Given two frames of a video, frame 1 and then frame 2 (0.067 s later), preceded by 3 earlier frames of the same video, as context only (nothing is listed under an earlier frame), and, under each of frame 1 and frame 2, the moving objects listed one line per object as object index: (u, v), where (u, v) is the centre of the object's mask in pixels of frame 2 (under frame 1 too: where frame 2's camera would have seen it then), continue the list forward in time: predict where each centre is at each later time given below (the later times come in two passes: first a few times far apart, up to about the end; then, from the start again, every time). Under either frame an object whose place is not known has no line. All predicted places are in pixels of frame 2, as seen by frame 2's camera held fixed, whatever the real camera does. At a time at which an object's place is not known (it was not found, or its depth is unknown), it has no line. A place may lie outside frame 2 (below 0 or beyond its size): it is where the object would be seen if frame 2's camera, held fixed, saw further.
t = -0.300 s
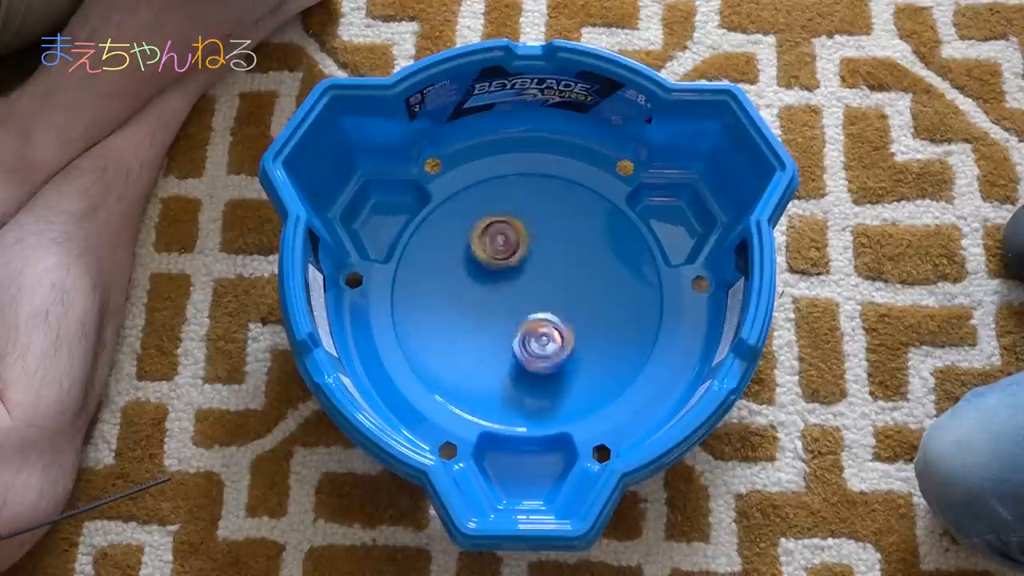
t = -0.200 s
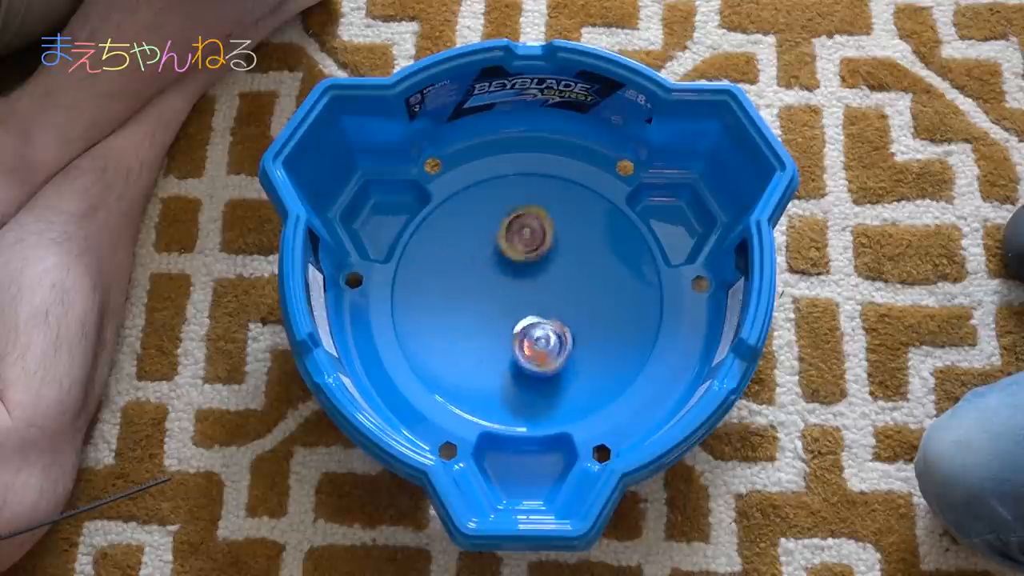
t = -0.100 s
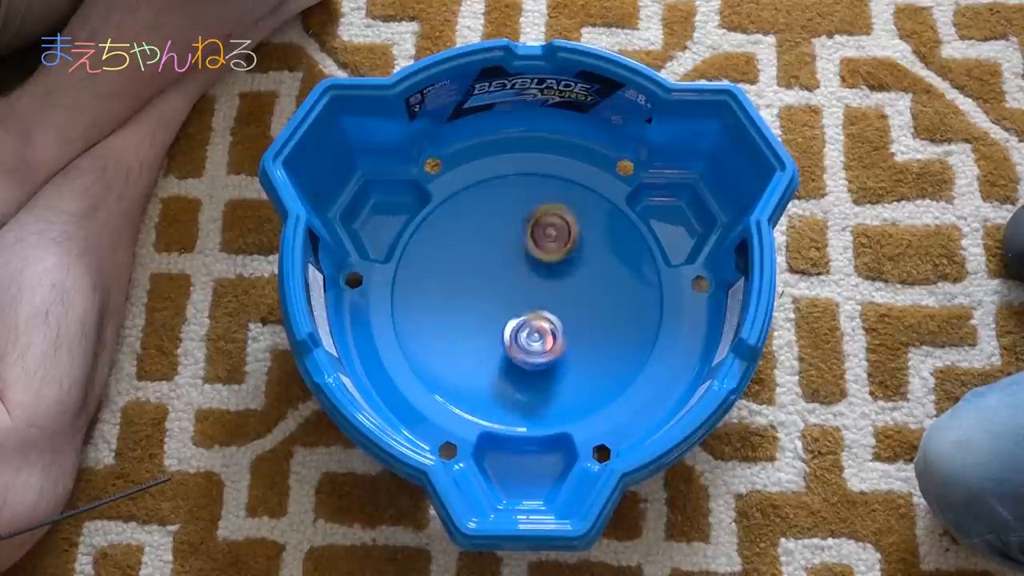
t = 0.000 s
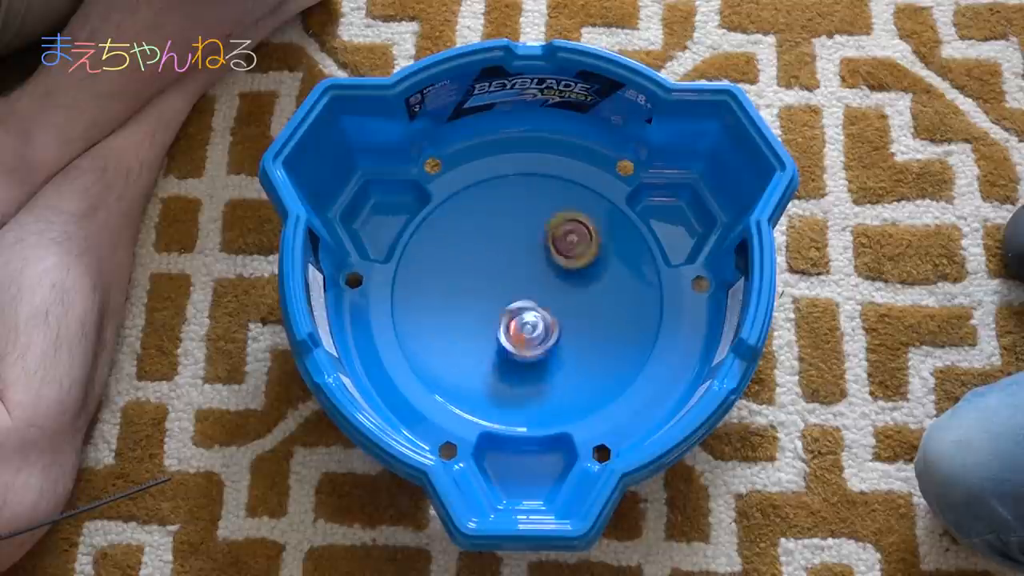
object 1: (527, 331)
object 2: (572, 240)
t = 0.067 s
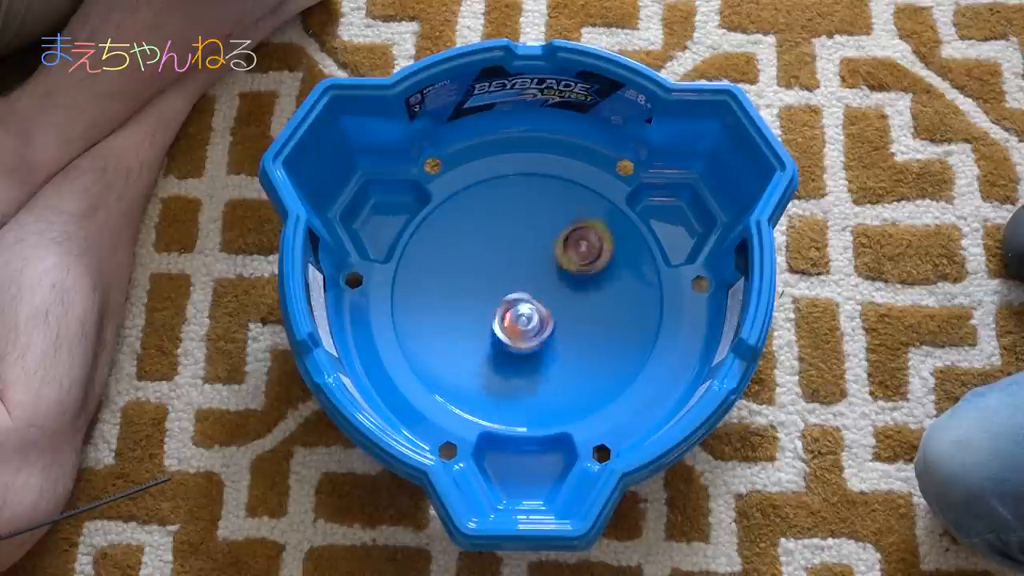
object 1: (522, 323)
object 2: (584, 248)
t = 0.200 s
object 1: (511, 306)
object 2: (598, 271)
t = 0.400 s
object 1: (498, 283)
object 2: (596, 316)
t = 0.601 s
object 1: (497, 271)
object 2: (571, 354)
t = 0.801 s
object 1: (513, 270)
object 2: (529, 363)
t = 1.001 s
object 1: (536, 276)
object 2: (486, 341)
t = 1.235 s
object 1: (560, 287)
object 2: (462, 294)
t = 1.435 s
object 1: (563, 297)
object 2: (472, 255)
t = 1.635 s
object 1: (552, 311)
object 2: (509, 238)
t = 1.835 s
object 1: (536, 317)
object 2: (555, 244)
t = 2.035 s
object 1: (518, 314)
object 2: (588, 274)
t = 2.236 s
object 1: (508, 302)
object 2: (595, 313)
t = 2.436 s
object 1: (508, 289)
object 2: (571, 349)
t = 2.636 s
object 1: (522, 279)
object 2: (528, 357)
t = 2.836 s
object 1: (537, 282)
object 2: (488, 337)
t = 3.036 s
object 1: (546, 292)
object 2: (469, 299)
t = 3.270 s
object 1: (546, 308)
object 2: (485, 256)
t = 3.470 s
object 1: (533, 312)
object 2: (522, 242)
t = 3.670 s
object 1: (520, 306)
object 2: (561, 255)
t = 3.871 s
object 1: (514, 295)
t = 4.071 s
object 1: (516, 287)
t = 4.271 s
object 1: (527, 286)
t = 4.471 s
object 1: (550, 284)
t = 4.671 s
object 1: (565, 278)
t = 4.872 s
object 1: (570, 289)
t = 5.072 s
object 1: (562, 309)
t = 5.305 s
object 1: (529, 350)
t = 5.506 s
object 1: (525, 345)
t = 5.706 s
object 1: (508, 326)
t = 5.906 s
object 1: (480, 321)
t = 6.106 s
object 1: (484, 317)
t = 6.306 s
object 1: (483, 314)
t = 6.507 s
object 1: (491, 314)
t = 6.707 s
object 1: (491, 314)
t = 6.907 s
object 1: (491, 314)
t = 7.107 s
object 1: (491, 314)
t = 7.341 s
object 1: (491, 314)
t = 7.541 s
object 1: (491, 314)
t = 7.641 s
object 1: (491, 314)
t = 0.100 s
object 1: (518, 318)
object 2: (587, 253)
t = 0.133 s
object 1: (516, 315)
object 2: (591, 258)
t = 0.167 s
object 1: (512, 310)
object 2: (594, 263)
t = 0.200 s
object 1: (511, 306)
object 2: (598, 271)
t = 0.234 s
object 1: (506, 301)
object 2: (599, 277)
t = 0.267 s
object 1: (506, 298)
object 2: (599, 284)
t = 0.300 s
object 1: (502, 294)
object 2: (601, 292)
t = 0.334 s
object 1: (502, 290)
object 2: (600, 300)
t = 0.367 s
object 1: (497, 287)
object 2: (598, 310)
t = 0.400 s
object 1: (498, 283)
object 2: (596, 316)
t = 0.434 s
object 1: (495, 280)
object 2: (594, 324)
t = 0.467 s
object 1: (496, 278)
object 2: (592, 331)
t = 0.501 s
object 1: (495, 276)
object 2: (587, 338)
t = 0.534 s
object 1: (496, 274)
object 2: (581, 345)
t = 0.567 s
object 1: (495, 272)
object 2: (576, 350)
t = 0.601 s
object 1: (497, 271)
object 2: (571, 354)
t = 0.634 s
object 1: (498, 270)
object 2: (566, 359)
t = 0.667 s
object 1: (501, 270)
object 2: (559, 361)
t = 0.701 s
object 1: (502, 269)
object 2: (550, 364)
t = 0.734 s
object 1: (506, 270)
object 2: (543, 363)
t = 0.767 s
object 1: (508, 269)
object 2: (536, 363)
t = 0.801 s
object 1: (513, 270)
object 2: (529, 363)
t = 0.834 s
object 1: (516, 272)
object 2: (521, 361)
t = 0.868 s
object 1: (520, 272)
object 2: (513, 360)
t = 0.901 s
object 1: (523, 274)
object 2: (506, 356)
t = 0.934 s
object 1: (528, 274)
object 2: (498, 351)
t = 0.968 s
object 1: (532, 276)
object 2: (492, 346)
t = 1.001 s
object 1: (536, 276)
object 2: (486, 341)
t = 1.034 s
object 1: (542, 279)
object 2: (481, 336)
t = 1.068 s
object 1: (544, 279)
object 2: (476, 329)
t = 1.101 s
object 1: (549, 282)
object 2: (471, 323)
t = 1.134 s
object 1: (551, 282)
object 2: (467, 314)
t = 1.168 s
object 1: (554, 284)
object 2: (464, 307)
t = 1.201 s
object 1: (556, 286)
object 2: (463, 301)
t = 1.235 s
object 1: (560, 287)
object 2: (462, 294)
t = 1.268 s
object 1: (560, 290)
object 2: (462, 288)
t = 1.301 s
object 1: (562, 289)
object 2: (462, 280)
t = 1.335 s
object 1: (562, 293)
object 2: (462, 273)
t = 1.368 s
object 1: (563, 292)
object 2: (465, 267)
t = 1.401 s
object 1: (564, 296)
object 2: (468, 260)
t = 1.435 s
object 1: (563, 297)
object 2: (472, 255)
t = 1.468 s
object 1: (564, 300)
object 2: (478, 251)
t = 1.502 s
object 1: (561, 302)
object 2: (483, 249)
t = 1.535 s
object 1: (561, 305)
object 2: (489, 245)
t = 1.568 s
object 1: (558, 307)
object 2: (495, 243)
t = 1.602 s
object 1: (556, 308)
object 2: (502, 240)
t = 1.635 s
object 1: (552, 311)
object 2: (509, 238)
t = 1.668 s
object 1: (550, 311)
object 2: (518, 237)
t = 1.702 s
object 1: (549, 314)
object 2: (525, 237)
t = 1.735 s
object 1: (543, 315)
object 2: (534, 238)
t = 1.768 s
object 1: (543, 315)
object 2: (541, 239)
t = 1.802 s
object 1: (538, 316)
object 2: (548, 242)
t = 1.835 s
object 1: (536, 317)
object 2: (555, 244)
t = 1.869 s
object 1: (532, 318)
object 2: (561, 248)
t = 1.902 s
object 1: (528, 316)
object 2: (569, 252)
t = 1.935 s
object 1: (527, 317)
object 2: (574, 256)
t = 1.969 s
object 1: (521, 315)
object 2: (581, 262)
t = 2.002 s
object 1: (521, 315)
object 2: (584, 268)
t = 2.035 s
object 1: (518, 314)
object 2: (588, 274)
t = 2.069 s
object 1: (516, 311)
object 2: (591, 280)
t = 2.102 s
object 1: (513, 311)
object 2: (593, 287)
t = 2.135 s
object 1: (509, 308)
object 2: (595, 293)
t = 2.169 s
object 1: (511, 306)
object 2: (595, 300)
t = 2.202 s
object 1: (508, 304)
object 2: (596, 307)
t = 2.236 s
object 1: (508, 302)
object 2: (595, 313)
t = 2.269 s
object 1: (507, 301)
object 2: (593, 321)
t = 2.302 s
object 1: (507, 296)
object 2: (590, 327)
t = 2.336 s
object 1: (508, 296)
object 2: (587, 334)
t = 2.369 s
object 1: (506, 292)
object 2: (582, 339)
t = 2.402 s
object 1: (509, 290)
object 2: (576, 345)
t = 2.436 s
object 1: (508, 289)
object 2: (571, 349)
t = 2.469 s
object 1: (511, 285)
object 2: (564, 353)
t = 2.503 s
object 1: (513, 285)
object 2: (558, 355)
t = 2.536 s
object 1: (512, 283)
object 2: (550, 357)
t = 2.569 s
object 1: (517, 281)
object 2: (544, 358)
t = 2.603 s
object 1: (517, 281)
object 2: (536, 358)
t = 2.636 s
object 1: (522, 279)
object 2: (528, 357)
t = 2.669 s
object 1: (524, 280)
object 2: (521, 355)
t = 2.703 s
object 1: (524, 279)
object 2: (513, 353)
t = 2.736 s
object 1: (530, 280)
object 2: (506, 350)
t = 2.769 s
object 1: (531, 281)
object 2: (499, 346)
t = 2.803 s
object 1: (534, 279)
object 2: (493, 341)
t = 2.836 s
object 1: (537, 282)
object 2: (488, 337)
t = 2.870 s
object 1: (538, 282)
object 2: (482, 329)
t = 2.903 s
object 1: (543, 284)
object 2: (479, 325)
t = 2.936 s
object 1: (543, 286)
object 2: (475, 317)
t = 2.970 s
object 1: (546, 286)
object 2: (472, 312)
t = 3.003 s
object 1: (548, 290)
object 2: (470, 304)
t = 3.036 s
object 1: (546, 292)
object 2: (469, 299)
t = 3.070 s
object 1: (549, 294)
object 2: (470, 290)
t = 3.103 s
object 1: (549, 297)
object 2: (470, 285)
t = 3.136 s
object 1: (549, 298)
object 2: (472, 278)
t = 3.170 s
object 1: (549, 301)
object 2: (473, 273)
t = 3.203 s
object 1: (547, 303)
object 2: (477, 267)
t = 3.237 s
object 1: (547, 304)
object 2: (480, 261)
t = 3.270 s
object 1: (546, 308)
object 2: (485, 256)
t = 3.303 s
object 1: (544, 307)
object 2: (489, 252)
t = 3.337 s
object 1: (545, 309)
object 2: (496, 249)
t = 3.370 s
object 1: (540, 311)
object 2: (501, 246)
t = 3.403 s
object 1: (539, 310)
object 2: (509, 244)
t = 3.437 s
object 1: (538, 312)
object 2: (514, 242)
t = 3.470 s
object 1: (533, 312)
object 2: (522, 242)
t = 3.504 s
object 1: (533, 311)
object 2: (528, 242)
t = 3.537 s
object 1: (529, 311)
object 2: (536, 243)
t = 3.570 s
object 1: (527, 309)
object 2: (542, 245)
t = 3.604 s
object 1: (527, 310)
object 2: (549, 248)
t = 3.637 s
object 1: (523, 309)
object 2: (554, 251)
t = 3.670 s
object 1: (520, 306)
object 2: (561, 255)
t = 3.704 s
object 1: (519, 306)
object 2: (565, 259)
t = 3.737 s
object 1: (515, 302)
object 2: (572, 265)
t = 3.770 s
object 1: (516, 300)
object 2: (575, 271)
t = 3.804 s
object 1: (514, 300)
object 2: (580, 277)
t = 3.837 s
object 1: (513, 296)
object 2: (582, 283)
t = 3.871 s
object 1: (514, 295)
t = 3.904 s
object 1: (512, 293)
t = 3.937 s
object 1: (514, 290)
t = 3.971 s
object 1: (515, 290)
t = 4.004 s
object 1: (512, 288)
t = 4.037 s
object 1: (516, 286)
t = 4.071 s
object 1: (516, 287)
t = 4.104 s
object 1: (516, 284)
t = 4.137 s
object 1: (522, 284)
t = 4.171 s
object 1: (521, 286)
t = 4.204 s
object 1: (521, 284)
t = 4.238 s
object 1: (526, 285)
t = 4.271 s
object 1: (527, 286)
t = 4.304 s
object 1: (530, 286)
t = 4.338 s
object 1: (533, 289)
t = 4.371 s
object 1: (534, 290)
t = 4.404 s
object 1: (538, 290)
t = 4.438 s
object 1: (545, 288)
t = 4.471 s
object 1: (550, 284)
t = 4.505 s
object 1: (556, 278)
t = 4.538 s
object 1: (560, 278)
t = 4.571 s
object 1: (561, 279)
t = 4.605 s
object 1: (562, 278)
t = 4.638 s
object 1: (564, 278)
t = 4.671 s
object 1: (565, 278)
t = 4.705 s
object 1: (567, 278)
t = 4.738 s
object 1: (570, 280)
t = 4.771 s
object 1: (571, 282)
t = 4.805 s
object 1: (571, 284)
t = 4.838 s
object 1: (571, 288)
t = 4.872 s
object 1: (570, 289)
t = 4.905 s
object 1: (569, 291)
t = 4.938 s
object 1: (568, 293)
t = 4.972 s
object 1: (567, 296)
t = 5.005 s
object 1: (569, 301)
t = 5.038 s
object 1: (567, 305)
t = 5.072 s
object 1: (562, 309)
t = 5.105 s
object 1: (558, 317)
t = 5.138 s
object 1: (554, 326)
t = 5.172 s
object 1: (547, 334)
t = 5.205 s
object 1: (541, 341)
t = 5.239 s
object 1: (536, 345)
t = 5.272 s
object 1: (531, 348)
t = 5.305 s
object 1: (529, 350)
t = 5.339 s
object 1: (526, 351)
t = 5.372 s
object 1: (524, 351)
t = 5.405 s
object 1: (523, 350)
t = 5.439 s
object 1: (523, 348)
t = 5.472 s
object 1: (524, 347)
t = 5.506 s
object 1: (525, 345)
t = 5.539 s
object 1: (524, 343)
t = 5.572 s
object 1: (523, 341)
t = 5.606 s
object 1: (522, 338)
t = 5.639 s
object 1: (521, 334)
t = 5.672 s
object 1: (518, 330)
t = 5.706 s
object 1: (508, 326)
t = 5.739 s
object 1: (501, 323)
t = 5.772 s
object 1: (494, 321)
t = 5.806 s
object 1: (488, 321)
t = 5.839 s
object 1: (484, 321)
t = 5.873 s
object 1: (480, 321)
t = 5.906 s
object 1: (480, 321)
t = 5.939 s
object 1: (480, 321)
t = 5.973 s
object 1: (482, 320)
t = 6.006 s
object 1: (484, 319)
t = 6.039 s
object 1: (487, 319)
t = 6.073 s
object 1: (485, 318)
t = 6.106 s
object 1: (484, 317)
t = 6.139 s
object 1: (485, 317)
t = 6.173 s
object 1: (485, 316)
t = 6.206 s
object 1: (484, 315)
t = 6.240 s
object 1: (484, 314)
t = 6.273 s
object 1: (483, 314)
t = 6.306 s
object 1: (483, 314)
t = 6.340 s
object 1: (484, 314)
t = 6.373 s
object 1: (485, 314)
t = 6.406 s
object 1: (487, 313)
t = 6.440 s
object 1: (489, 314)
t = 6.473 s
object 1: (490, 314)
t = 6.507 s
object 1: (491, 314)
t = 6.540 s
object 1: (491, 314)
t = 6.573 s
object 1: (491, 314)
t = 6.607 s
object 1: (491, 314)
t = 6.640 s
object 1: (491, 314)
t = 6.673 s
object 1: (491, 314)
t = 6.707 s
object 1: (491, 314)
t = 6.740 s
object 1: (491, 314)
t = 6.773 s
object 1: (491, 314)
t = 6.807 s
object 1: (491, 314)
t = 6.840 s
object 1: (491, 314)
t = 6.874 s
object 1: (491, 314)
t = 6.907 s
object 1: (491, 314)
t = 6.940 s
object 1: (491, 314)
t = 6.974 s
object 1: (491, 314)
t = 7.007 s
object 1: (491, 314)
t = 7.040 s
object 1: (491, 314)
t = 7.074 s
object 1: (491, 314)
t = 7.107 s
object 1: (491, 314)
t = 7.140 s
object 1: (491, 314)
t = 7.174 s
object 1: (491, 314)
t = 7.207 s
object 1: (491, 314)
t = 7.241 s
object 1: (491, 314)
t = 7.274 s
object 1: (491, 314)
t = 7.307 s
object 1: (491, 314)
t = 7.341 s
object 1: (491, 314)
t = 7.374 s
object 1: (491, 314)
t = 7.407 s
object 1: (491, 314)
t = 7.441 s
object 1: (491, 314)
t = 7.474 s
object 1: (491, 314)
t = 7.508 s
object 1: (491, 314)
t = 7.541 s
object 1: (491, 314)
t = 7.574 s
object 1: (491, 314)
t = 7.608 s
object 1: (491, 314)
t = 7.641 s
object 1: (491, 314)
